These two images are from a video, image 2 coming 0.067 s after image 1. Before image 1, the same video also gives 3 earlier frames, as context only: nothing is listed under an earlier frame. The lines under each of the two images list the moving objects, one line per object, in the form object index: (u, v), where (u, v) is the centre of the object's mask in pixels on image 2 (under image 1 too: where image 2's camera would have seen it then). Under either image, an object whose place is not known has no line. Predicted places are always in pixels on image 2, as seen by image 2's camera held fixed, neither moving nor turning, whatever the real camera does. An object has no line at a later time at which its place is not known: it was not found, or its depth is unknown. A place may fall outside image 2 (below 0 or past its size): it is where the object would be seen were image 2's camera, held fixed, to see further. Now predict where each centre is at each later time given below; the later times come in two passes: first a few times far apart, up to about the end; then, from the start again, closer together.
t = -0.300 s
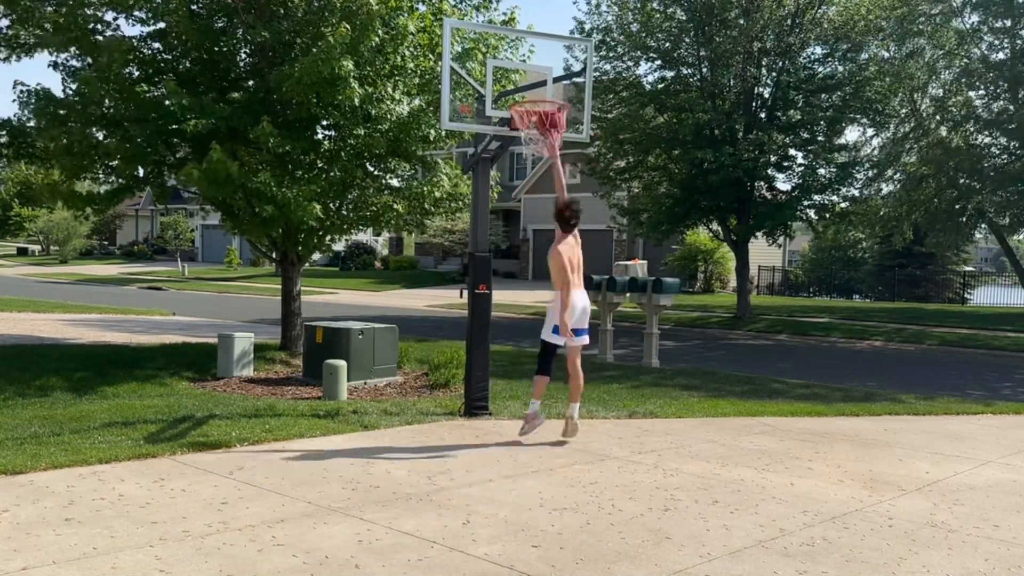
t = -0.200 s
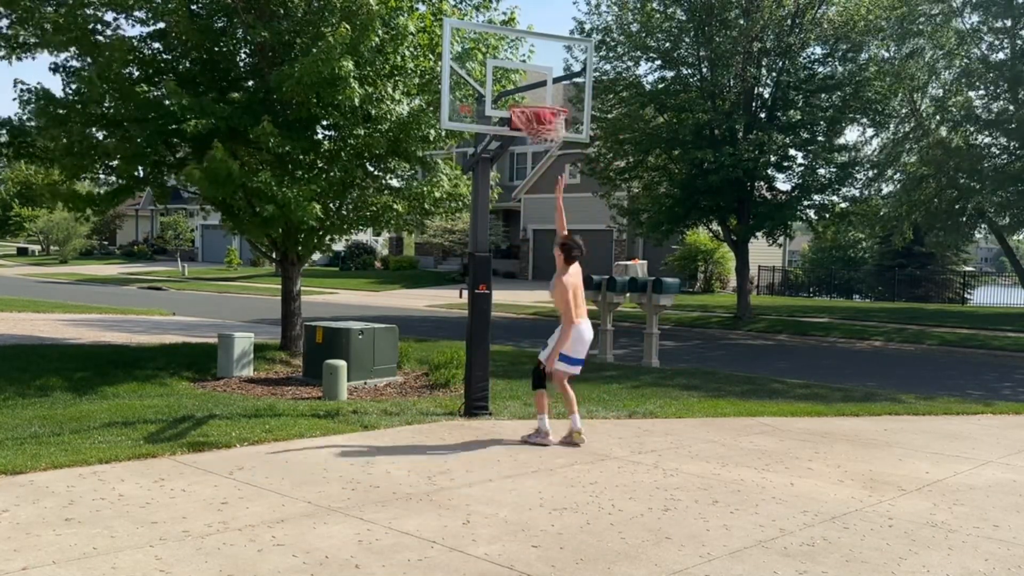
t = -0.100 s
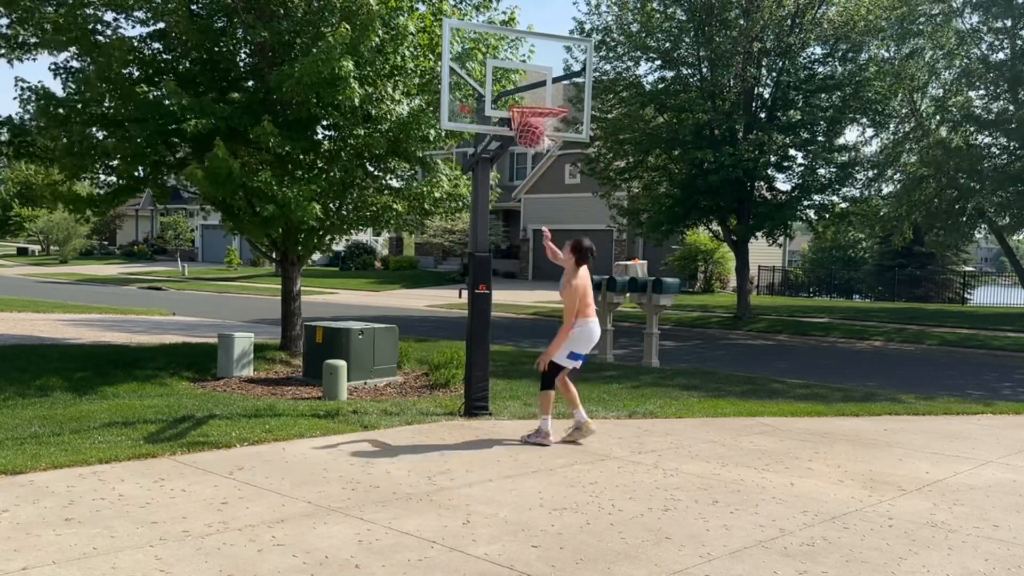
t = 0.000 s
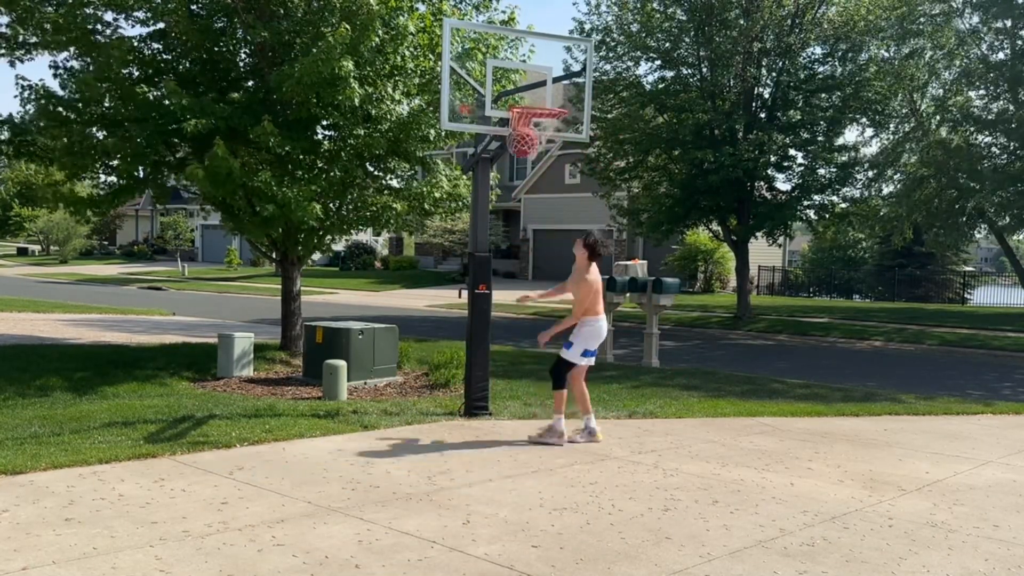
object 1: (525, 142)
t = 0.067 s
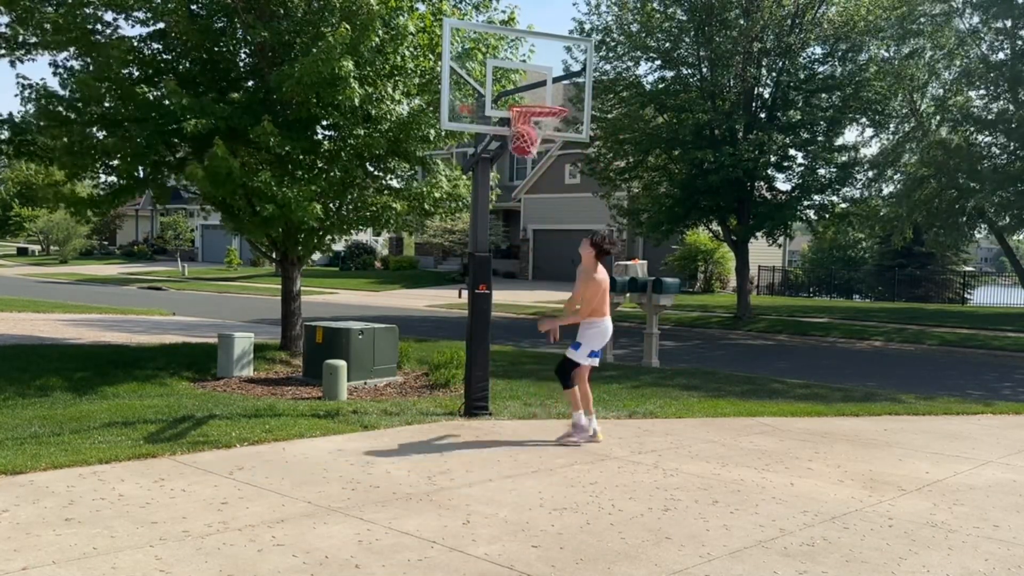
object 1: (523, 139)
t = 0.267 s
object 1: (530, 156)
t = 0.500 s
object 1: (542, 213)
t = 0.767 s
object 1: (549, 358)
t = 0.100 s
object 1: (521, 142)
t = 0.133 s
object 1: (526, 140)
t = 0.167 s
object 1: (528, 140)
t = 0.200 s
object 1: (523, 143)
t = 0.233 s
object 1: (530, 149)
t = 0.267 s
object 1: (530, 156)
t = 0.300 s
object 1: (534, 164)
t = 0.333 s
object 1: (536, 168)
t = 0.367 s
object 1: (537, 172)
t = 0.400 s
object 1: (538, 179)
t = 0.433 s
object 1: (539, 190)
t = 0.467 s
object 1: (540, 201)
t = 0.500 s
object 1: (542, 213)
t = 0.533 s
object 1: (543, 227)
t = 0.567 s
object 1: (544, 242)
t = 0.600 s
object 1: (545, 259)
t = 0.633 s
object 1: (546, 276)
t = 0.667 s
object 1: (547, 294)
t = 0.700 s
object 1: (548, 315)
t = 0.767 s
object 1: (549, 358)
